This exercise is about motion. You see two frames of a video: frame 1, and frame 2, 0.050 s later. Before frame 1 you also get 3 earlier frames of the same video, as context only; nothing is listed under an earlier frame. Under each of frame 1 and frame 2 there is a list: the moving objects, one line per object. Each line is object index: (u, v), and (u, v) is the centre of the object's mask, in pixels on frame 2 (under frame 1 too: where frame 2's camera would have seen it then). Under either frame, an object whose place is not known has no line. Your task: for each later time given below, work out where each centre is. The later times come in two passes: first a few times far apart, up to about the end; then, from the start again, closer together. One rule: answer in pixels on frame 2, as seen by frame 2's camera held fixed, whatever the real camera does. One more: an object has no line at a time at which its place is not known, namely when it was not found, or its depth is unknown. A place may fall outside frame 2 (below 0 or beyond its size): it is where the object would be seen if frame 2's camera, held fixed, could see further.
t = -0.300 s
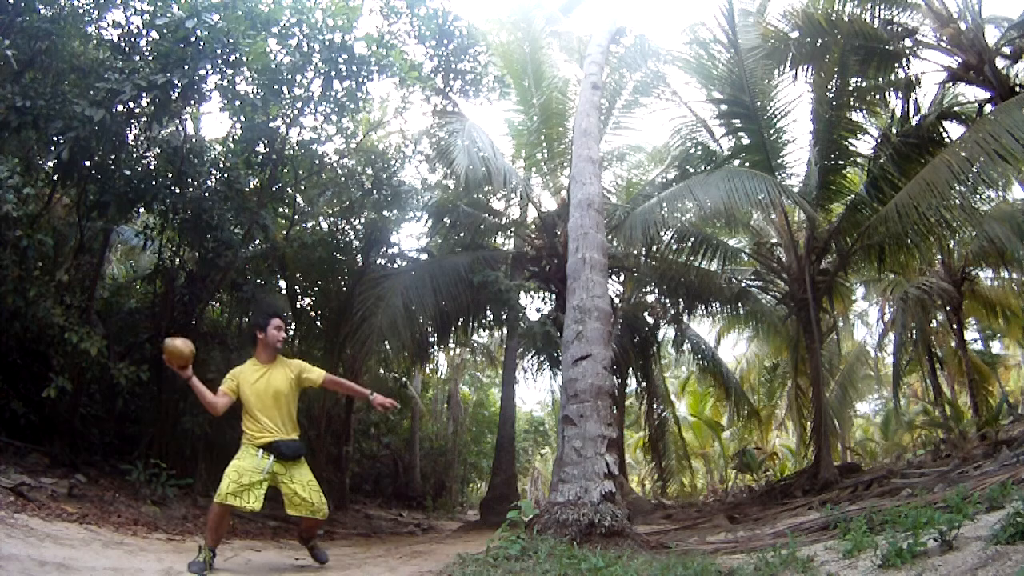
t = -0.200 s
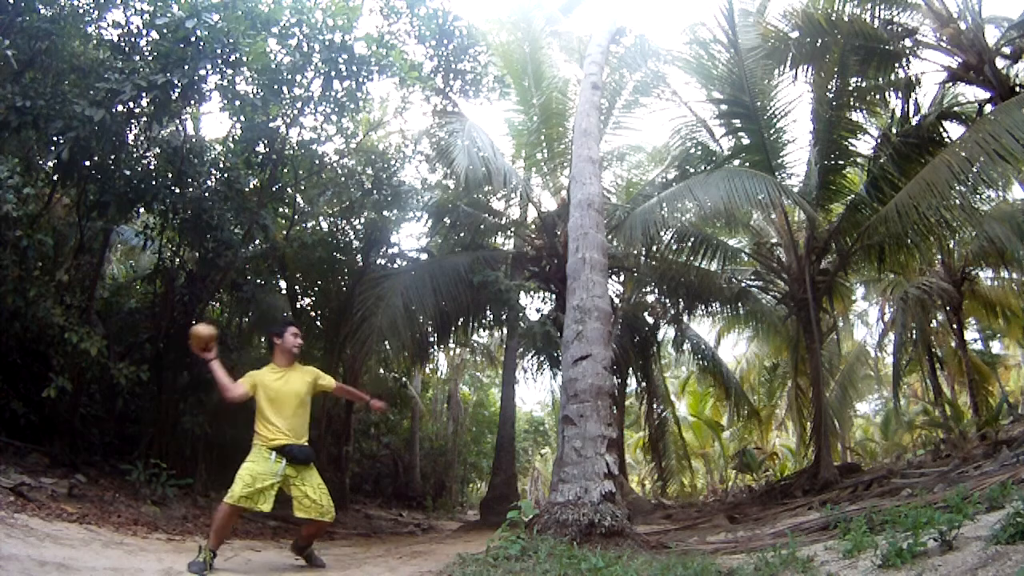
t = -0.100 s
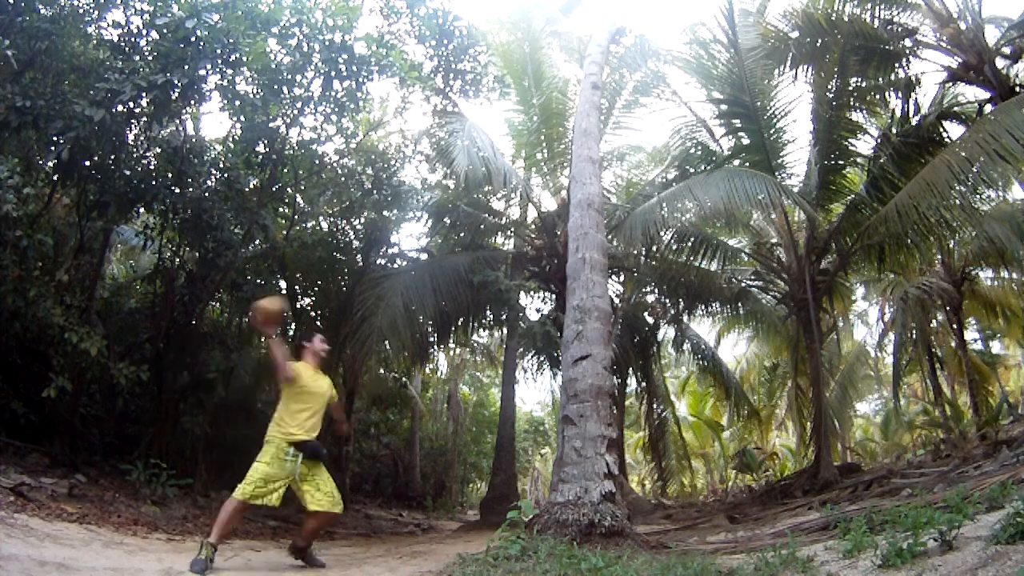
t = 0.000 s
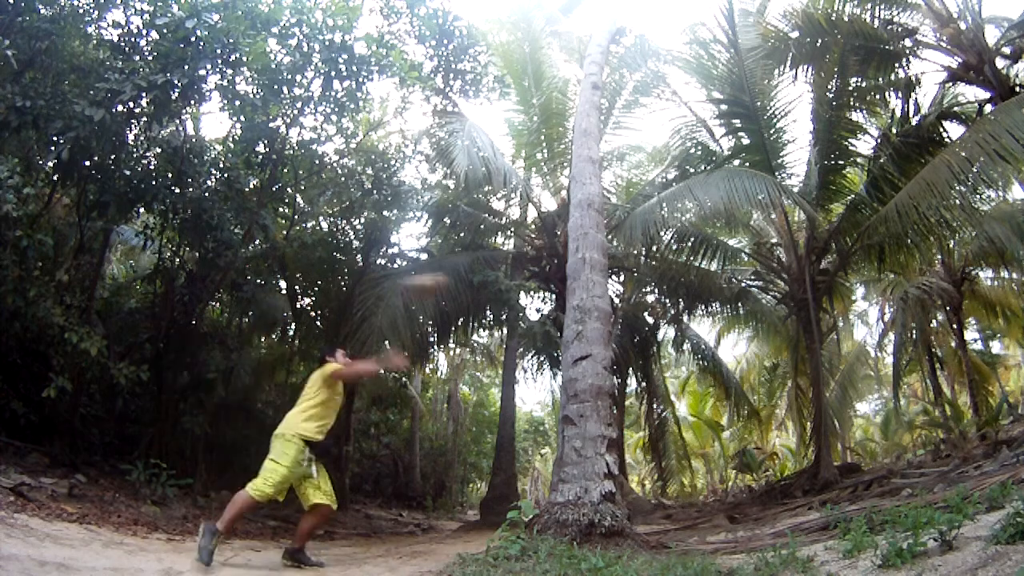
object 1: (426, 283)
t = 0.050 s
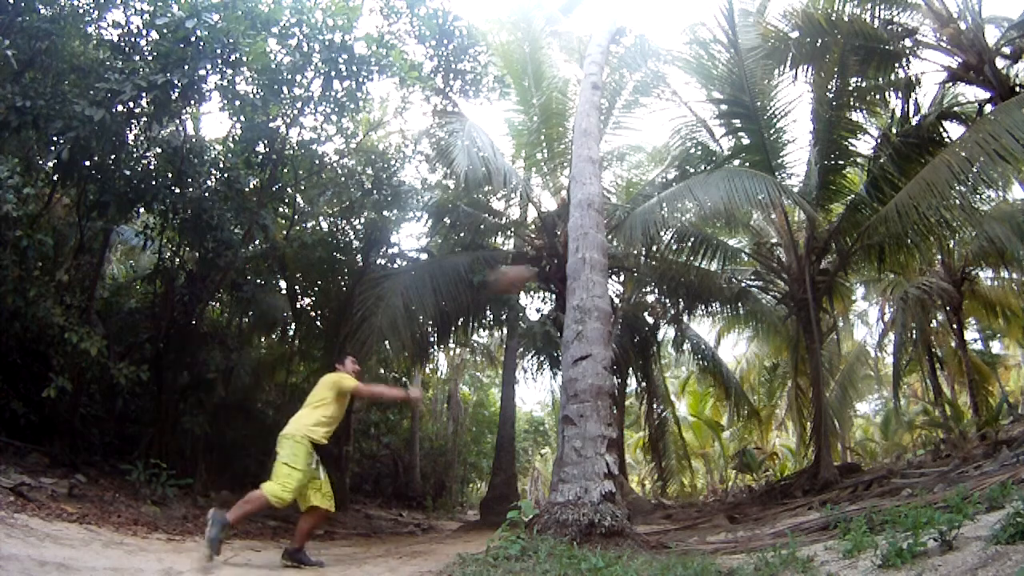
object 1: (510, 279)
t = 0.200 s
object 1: (582, 242)
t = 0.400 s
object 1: (644, 195)
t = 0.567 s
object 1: (986, 272)
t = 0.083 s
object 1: (564, 278)
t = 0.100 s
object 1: (569, 273)
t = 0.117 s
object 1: (570, 269)
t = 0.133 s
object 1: (574, 263)
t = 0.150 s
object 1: (576, 258)
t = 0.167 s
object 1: (577, 252)
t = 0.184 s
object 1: (580, 247)
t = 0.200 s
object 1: (582, 242)
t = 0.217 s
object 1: (587, 236)
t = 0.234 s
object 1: (589, 232)
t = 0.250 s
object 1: (593, 227)
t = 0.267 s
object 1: (596, 223)
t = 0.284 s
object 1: (600, 218)
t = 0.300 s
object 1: (604, 215)
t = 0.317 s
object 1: (608, 211)
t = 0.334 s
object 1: (613, 207)
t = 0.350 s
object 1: (620, 204)
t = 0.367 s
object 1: (627, 202)
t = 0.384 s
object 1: (634, 198)
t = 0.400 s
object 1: (644, 195)
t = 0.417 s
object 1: (657, 191)
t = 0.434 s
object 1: (672, 190)
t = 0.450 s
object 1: (689, 189)
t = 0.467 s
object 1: (708, 189)
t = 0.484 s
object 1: (732, 189)
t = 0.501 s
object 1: (758, 195)
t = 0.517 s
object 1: (798, 202)
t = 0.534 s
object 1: (851, 212)
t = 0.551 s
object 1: (910, 232)
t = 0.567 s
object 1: (986, 272)
